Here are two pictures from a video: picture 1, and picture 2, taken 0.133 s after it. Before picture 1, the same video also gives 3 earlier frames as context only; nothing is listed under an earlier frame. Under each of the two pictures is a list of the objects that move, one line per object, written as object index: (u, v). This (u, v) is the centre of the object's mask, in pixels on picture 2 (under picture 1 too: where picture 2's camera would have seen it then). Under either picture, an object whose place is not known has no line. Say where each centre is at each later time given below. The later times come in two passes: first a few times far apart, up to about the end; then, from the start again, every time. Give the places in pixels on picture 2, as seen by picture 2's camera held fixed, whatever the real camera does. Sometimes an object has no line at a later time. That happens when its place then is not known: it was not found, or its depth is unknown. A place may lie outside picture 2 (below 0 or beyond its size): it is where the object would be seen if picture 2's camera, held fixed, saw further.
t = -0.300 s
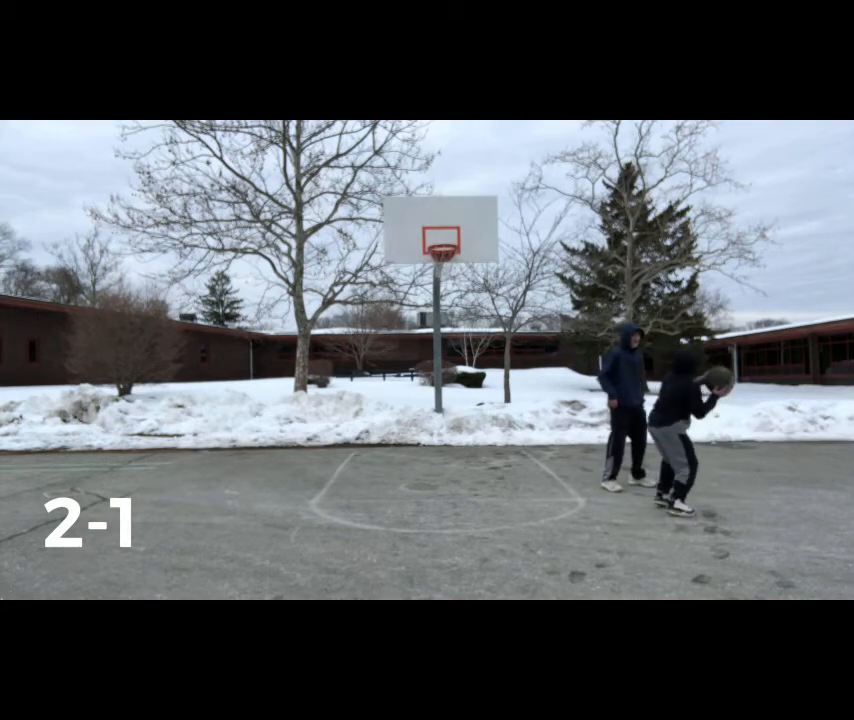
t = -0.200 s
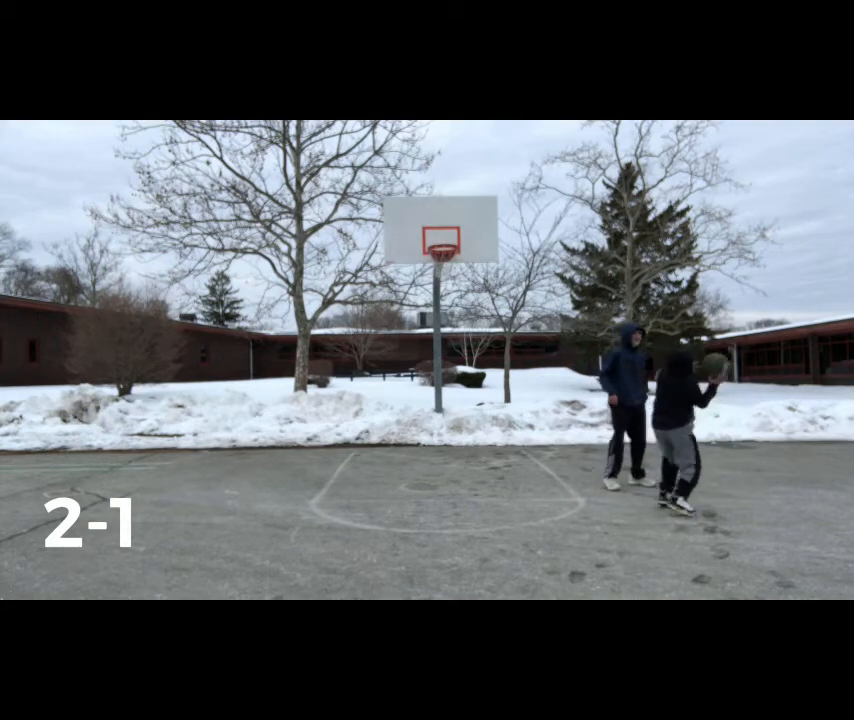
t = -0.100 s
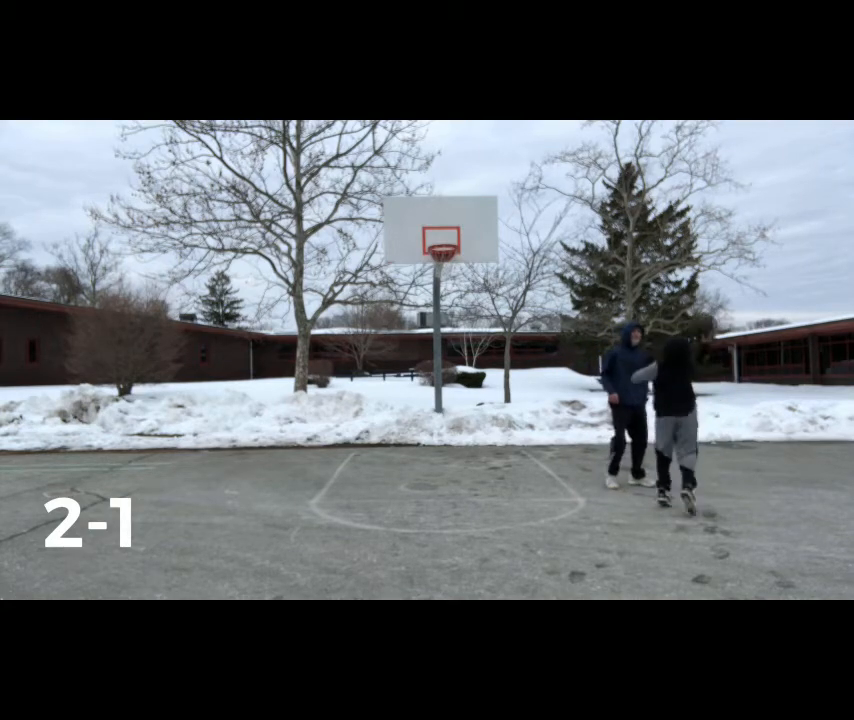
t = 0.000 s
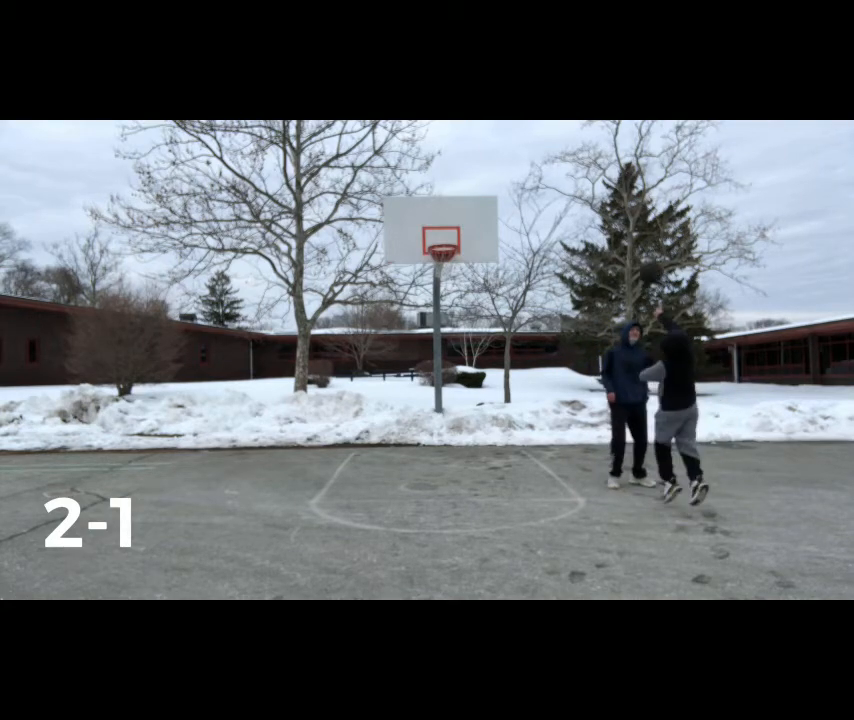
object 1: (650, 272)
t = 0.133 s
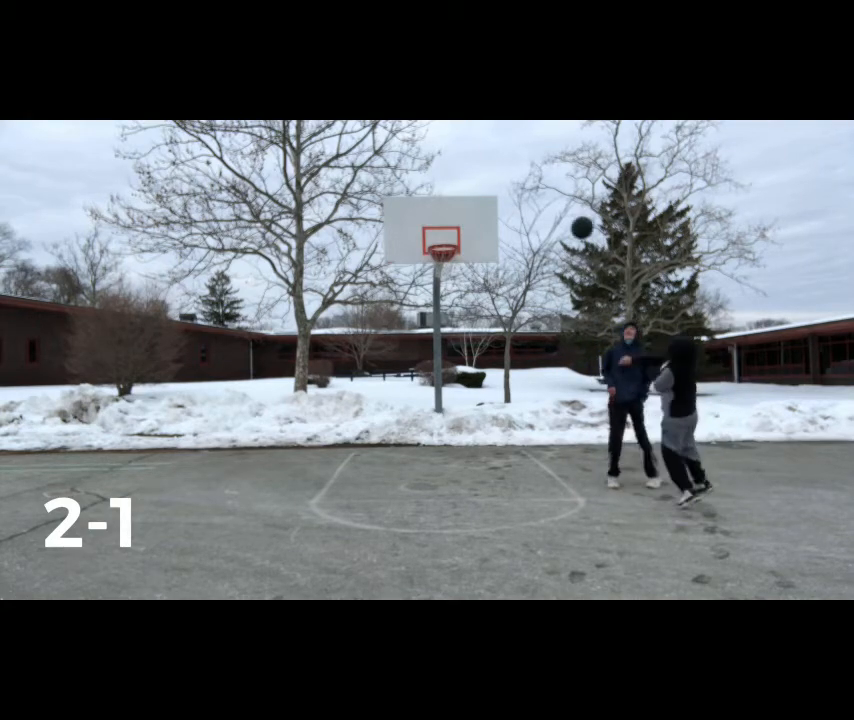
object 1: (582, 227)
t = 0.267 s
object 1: (528, 206)
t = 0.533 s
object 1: (451, 208)
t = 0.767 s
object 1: (402, 242)
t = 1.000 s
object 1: (382, 270)
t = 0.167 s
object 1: (567, 220)
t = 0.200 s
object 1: (553, 214)
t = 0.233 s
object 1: (540, 210)
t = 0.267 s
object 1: (528, 206)
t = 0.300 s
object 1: (517, 203)
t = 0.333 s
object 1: (506, 202)
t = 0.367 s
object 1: (495, 201)
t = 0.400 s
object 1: (486, 201)
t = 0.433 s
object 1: (476, 201)
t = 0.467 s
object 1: (468, 203)
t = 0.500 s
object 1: (459, 205)
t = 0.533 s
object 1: (451, 208)
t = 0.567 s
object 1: (443, 211)
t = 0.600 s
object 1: (435, 214)
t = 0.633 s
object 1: (428, 219)
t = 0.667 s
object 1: (421, 224)
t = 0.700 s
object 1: (415, 229)
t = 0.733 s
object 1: (408, 235)
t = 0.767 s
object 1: (402, 242)
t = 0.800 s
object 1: (399, 243)
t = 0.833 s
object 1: (396, 246)
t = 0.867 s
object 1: (393, 249)
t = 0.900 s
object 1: (391, 253)
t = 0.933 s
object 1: (388, 258)
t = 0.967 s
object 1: (385, 264)
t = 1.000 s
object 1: (382, 270)
